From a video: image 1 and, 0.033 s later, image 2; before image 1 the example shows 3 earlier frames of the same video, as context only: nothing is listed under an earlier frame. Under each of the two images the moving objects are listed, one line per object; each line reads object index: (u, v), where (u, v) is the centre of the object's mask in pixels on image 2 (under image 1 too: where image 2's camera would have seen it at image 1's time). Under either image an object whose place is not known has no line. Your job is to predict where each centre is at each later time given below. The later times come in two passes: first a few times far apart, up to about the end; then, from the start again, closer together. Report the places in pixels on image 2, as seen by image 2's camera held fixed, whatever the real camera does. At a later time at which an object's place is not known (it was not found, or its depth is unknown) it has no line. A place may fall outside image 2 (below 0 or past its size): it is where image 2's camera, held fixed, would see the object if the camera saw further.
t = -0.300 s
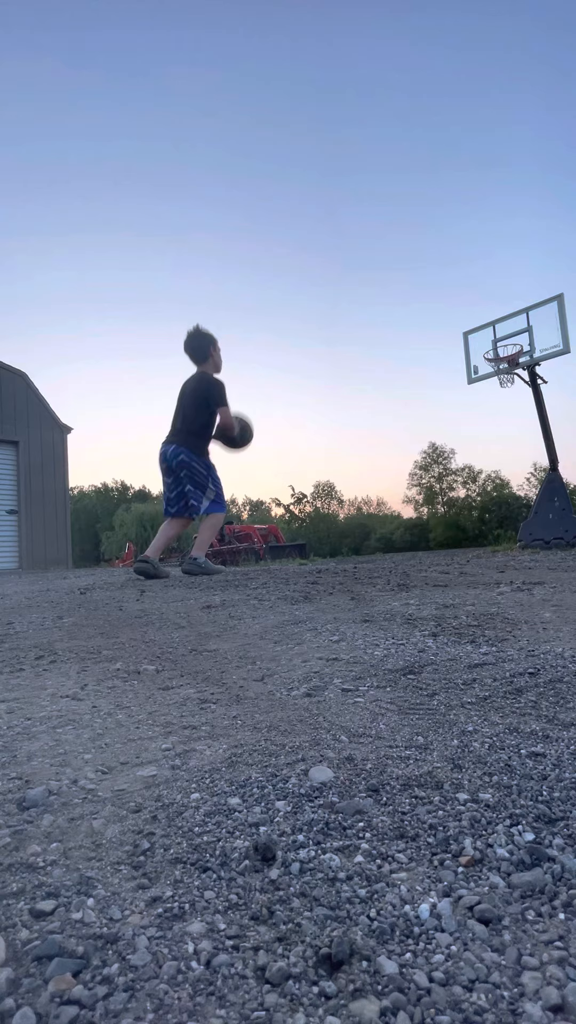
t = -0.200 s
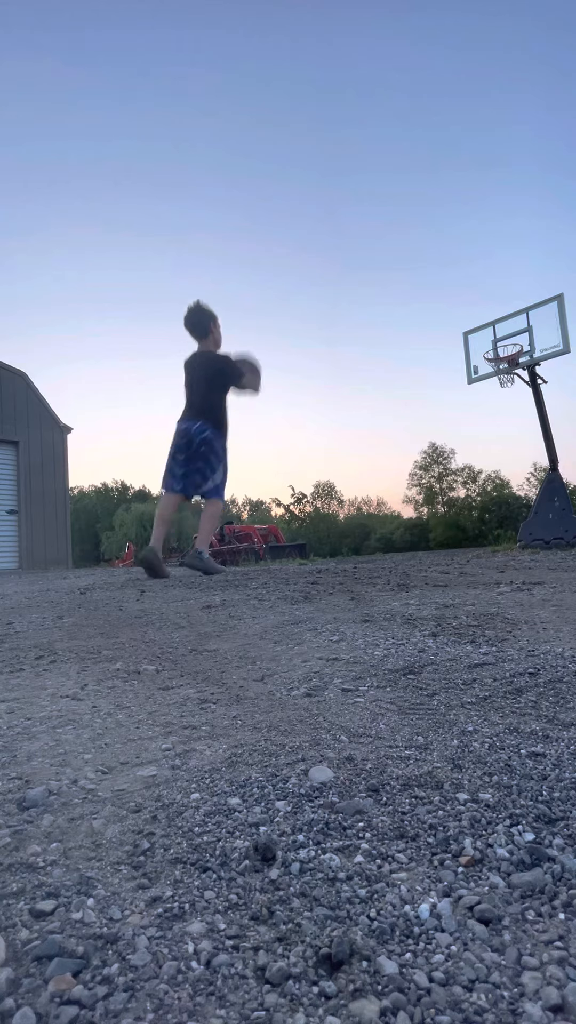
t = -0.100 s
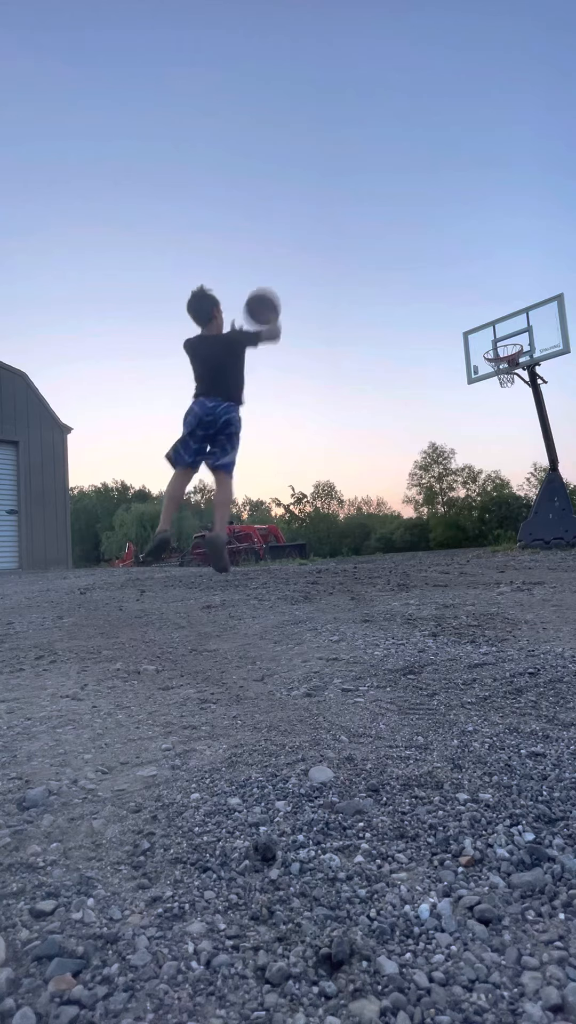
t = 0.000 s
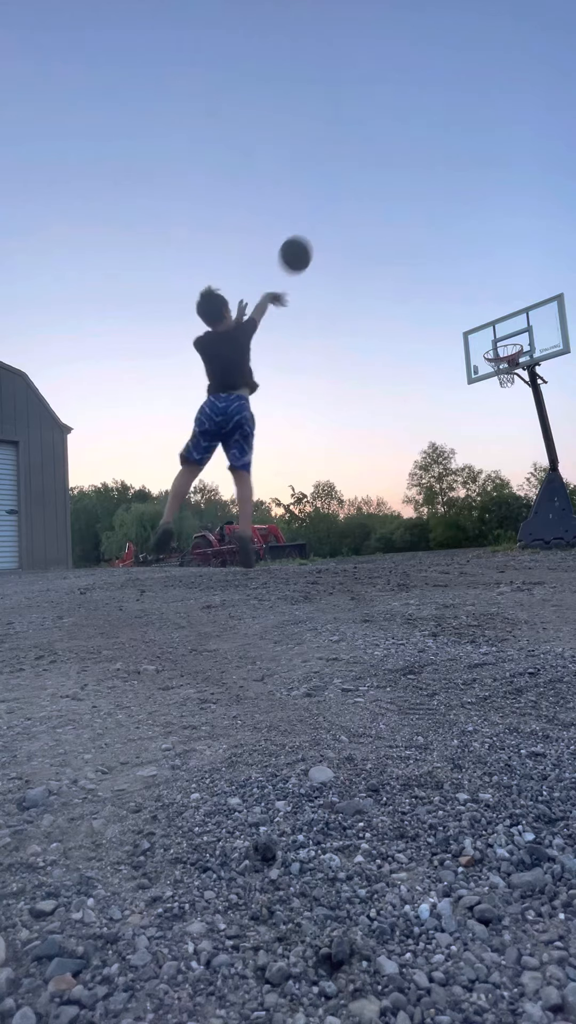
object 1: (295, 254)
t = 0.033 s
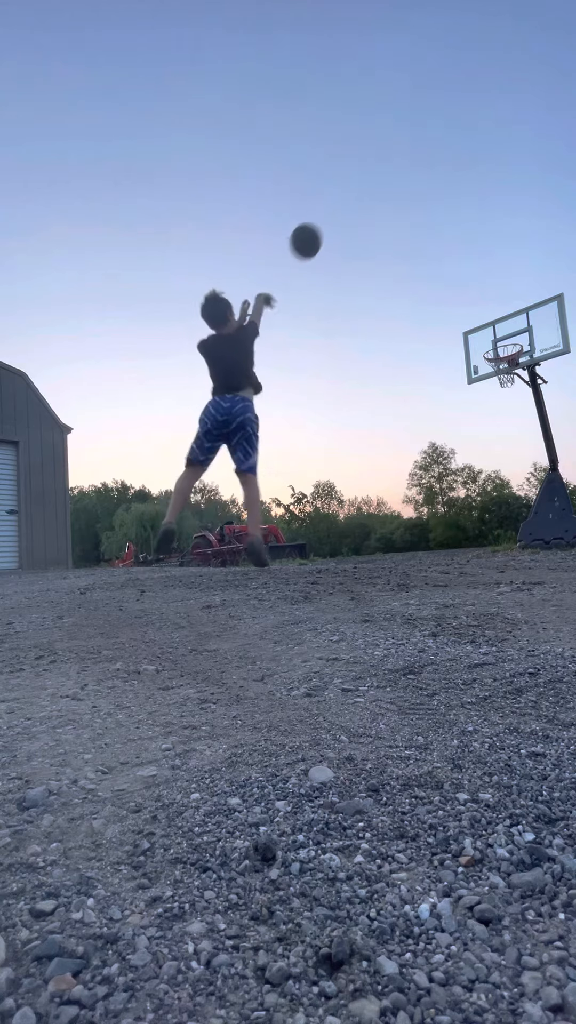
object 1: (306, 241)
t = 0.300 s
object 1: (373, 194)
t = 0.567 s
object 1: (425, 217)
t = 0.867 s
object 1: (476, 295)
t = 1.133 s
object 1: (510, 371)
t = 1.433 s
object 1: (517, 407)
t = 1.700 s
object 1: (530, 492)
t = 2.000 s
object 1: (524, 487)
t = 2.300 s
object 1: (507, 438)
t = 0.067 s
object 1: (315, 229)
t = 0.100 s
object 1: (324, 220)
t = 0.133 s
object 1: (333, 212)
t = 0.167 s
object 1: (342, 206)
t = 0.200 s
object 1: (350, 201)
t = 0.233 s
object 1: (358, 197)
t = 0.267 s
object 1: (366, 195)
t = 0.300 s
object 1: (373, 194)
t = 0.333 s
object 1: (380, 194)
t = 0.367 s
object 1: (387, 195)
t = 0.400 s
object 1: (394, 196)
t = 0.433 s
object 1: (400, 199)
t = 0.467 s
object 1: (407, 202)
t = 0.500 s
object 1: (413, 206)
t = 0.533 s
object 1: (419, 211)
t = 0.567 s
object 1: (425, 217)
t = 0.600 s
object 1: (431, 223)
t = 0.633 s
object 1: (437, 230)
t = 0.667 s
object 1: (443, 238)
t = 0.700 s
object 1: (448, 246)
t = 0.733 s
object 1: (454, 255)
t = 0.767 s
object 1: (459, 264)
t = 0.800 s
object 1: (465, 274)
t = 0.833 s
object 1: (471, 284)
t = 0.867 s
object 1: (476, 295)
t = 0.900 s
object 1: (481, 306)
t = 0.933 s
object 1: (487, 318)
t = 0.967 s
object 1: (492, 330)
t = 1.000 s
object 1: (497, 343)
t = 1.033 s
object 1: (503, 357)
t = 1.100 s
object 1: (509, 371)
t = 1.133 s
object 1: (510, 371)
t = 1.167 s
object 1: (510, 373)
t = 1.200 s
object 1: (511, 373)
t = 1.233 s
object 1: (511, 376)
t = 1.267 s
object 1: (512, 379)
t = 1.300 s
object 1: (513, 383)
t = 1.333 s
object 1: (513, 388)
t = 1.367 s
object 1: (514, 393)
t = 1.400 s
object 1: (515, 400)
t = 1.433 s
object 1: (517, 407)
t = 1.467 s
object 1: (518, 415)
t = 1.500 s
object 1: (519, 423)
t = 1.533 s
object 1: (521, 432)
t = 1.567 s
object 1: (523, 442)
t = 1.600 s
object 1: (524, 454)
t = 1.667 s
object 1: (528, 477)
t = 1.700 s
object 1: (530, 492)
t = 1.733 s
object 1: (531, 505)
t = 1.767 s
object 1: (537, 518)
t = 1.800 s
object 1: (536, 534)
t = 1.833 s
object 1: (537, 540)
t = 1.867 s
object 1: (535, 528)
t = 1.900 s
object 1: (532, 517)
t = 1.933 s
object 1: (530, 506)
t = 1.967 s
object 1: (529, 496)
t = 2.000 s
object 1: (524, 487)
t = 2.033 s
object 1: (522, 478)
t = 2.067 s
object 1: (520, 471)
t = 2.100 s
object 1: (518, 464)
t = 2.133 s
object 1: (516, 457)
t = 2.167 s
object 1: (514, 452)
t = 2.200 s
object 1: (512, 447)
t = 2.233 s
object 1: (510, 443)
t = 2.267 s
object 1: (508, 440)
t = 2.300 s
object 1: (507, 438)
